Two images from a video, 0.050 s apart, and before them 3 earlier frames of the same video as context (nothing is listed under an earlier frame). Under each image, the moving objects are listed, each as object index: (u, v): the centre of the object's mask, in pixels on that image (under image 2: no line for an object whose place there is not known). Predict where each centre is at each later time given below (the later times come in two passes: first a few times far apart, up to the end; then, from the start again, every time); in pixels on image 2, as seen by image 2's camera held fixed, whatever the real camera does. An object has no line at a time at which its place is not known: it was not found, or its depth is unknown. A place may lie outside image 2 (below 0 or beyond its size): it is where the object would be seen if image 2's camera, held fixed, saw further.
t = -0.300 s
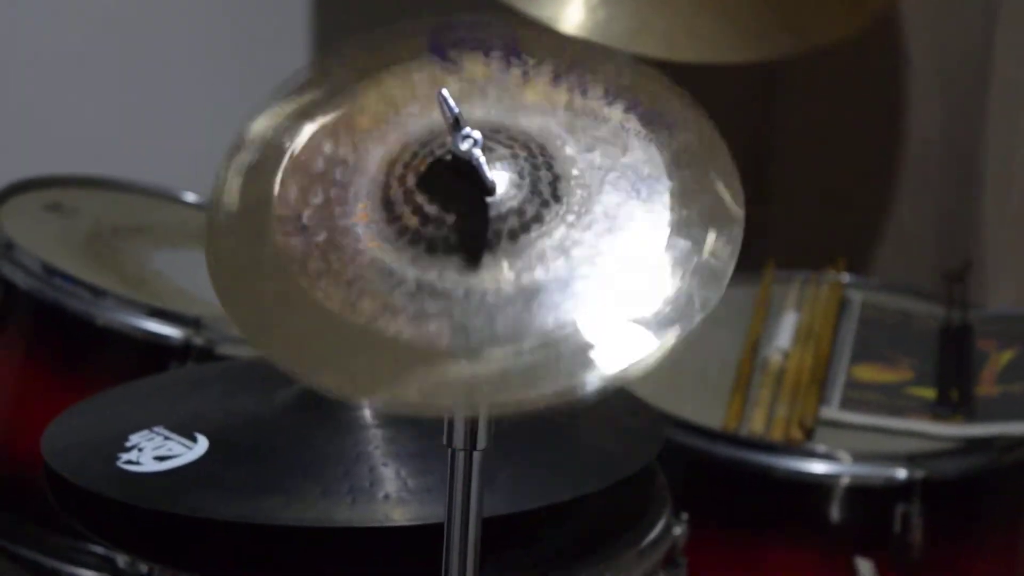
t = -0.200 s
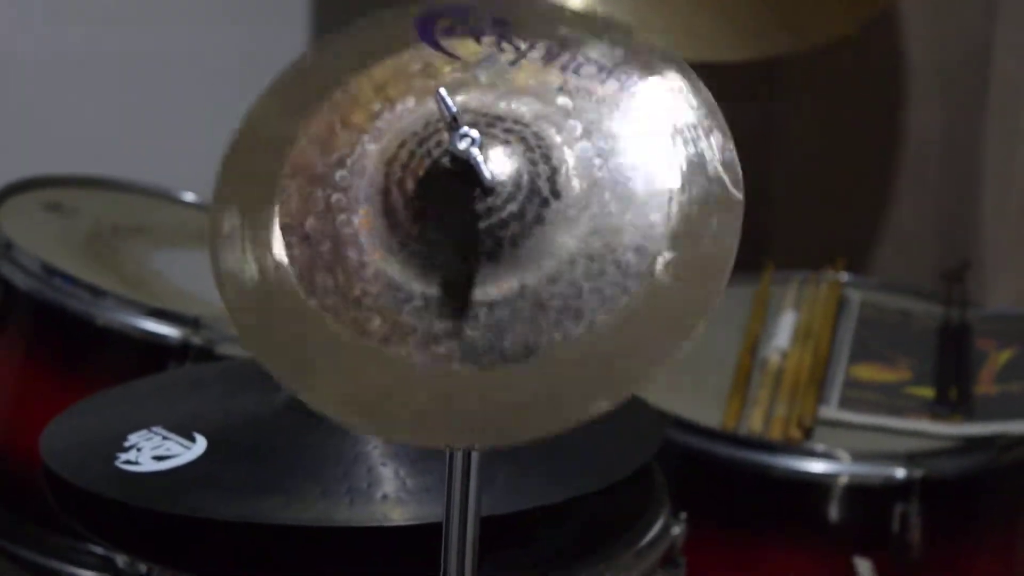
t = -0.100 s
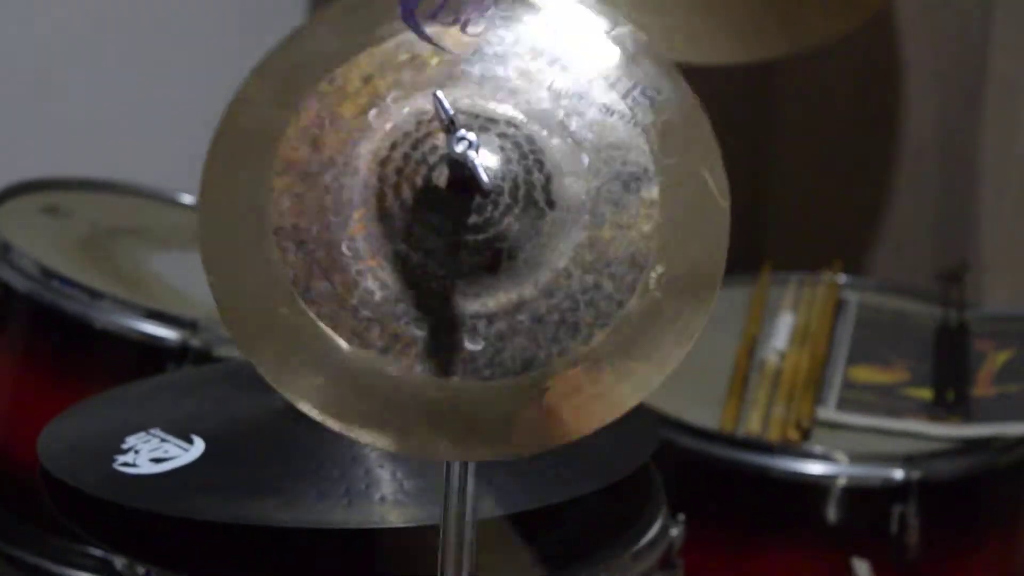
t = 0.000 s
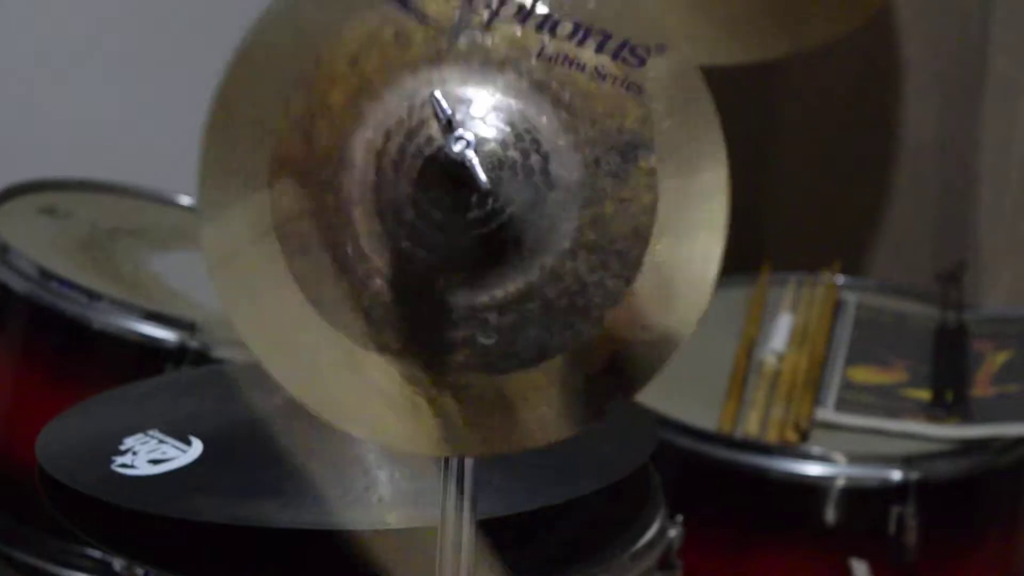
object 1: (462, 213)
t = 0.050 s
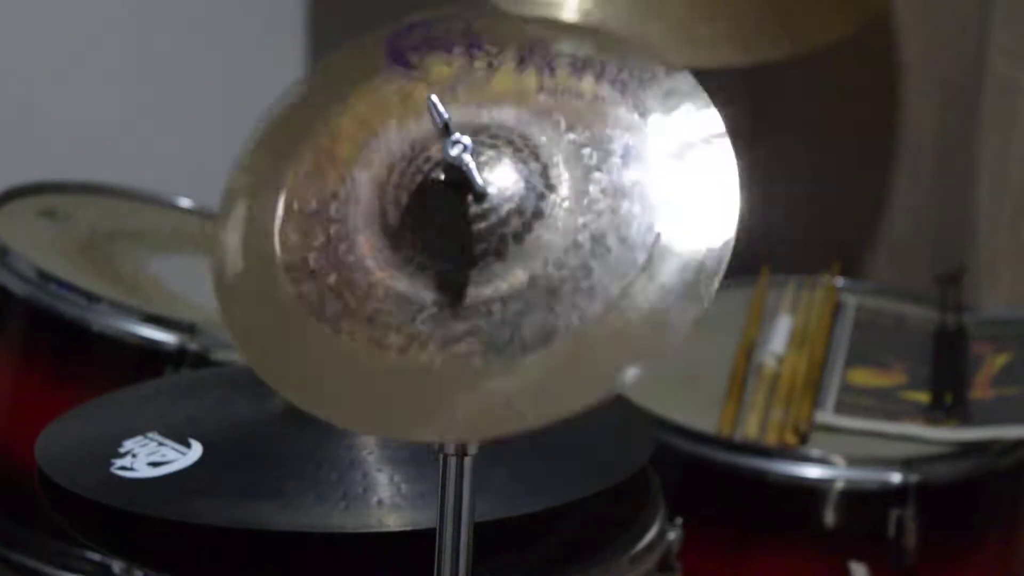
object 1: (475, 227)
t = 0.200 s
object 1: (442, 225)
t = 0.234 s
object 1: (445, 227)
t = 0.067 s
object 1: (475, 233)
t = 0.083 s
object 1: (470, 232)
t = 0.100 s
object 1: (464, 231)
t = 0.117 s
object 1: (458, 230)
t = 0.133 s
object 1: (452, 229)
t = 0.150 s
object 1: (448, 227)
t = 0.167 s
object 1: (445, 226)
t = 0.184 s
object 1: (443, 225)
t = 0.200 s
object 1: (442, 225)
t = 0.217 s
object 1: (443, 226)
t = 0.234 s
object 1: (445, 227)
